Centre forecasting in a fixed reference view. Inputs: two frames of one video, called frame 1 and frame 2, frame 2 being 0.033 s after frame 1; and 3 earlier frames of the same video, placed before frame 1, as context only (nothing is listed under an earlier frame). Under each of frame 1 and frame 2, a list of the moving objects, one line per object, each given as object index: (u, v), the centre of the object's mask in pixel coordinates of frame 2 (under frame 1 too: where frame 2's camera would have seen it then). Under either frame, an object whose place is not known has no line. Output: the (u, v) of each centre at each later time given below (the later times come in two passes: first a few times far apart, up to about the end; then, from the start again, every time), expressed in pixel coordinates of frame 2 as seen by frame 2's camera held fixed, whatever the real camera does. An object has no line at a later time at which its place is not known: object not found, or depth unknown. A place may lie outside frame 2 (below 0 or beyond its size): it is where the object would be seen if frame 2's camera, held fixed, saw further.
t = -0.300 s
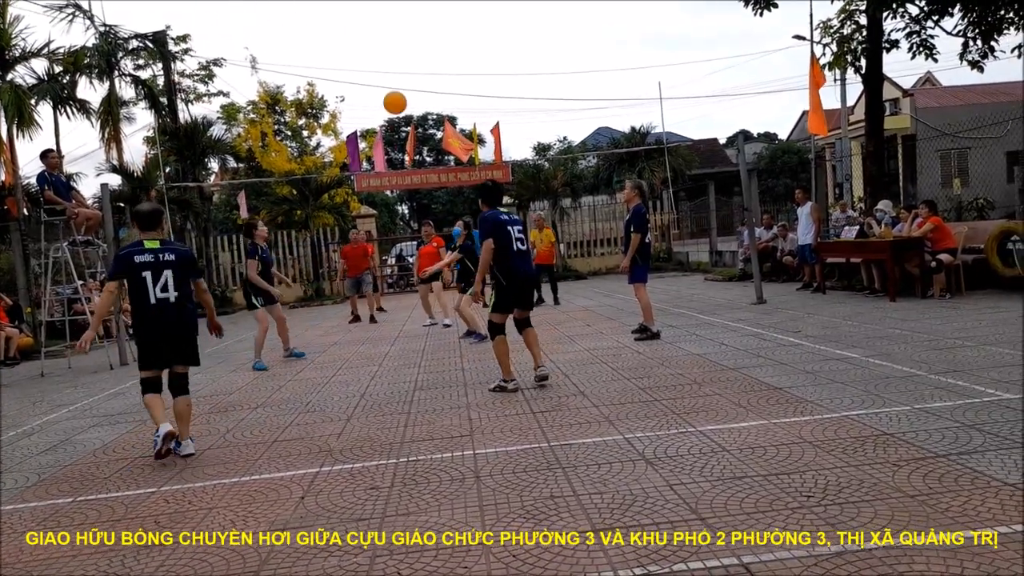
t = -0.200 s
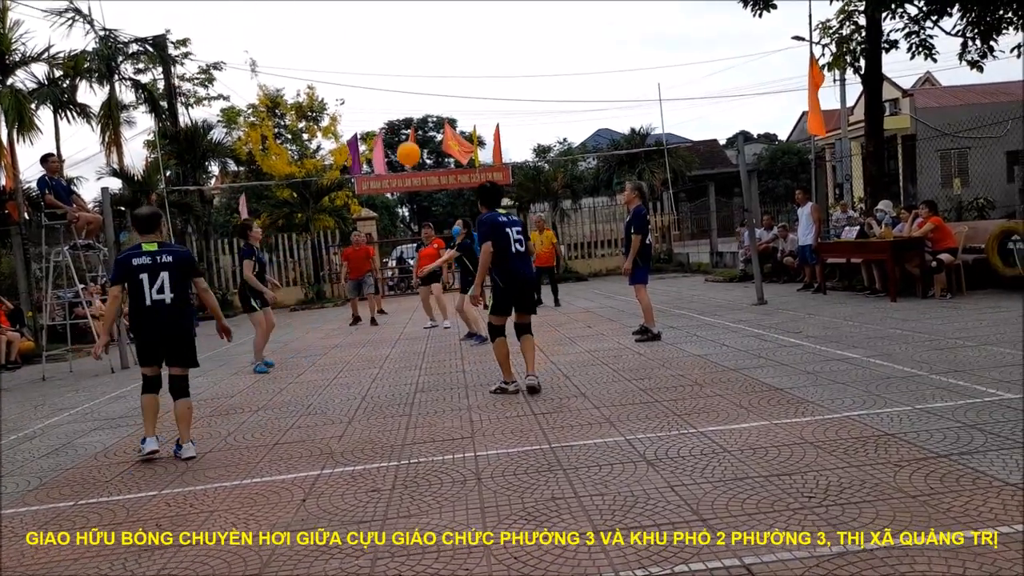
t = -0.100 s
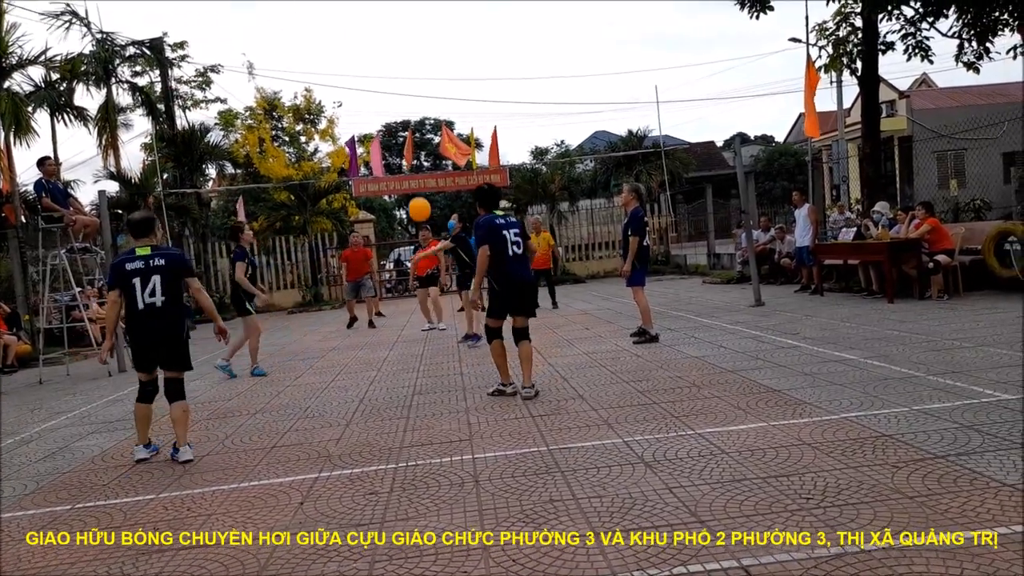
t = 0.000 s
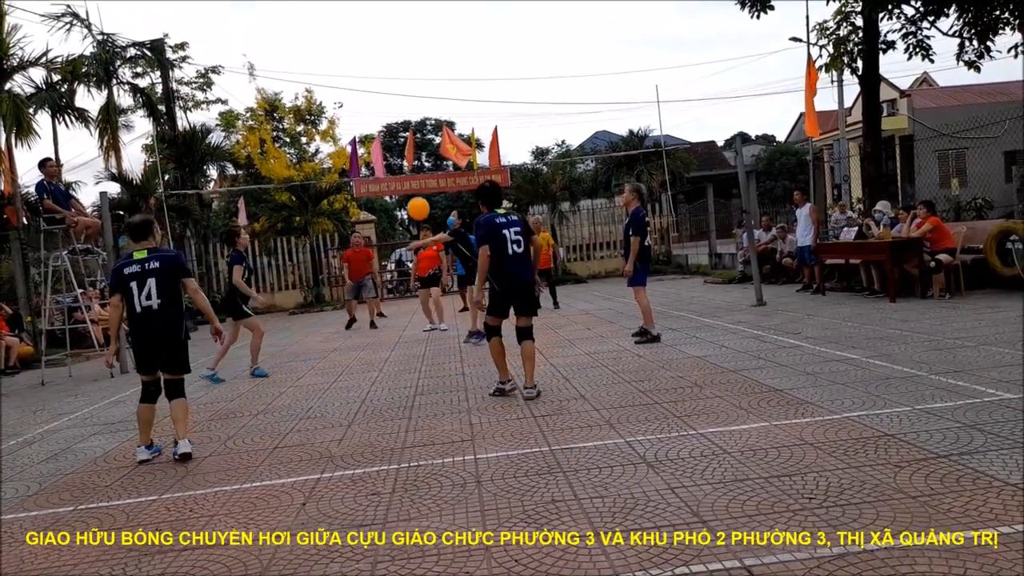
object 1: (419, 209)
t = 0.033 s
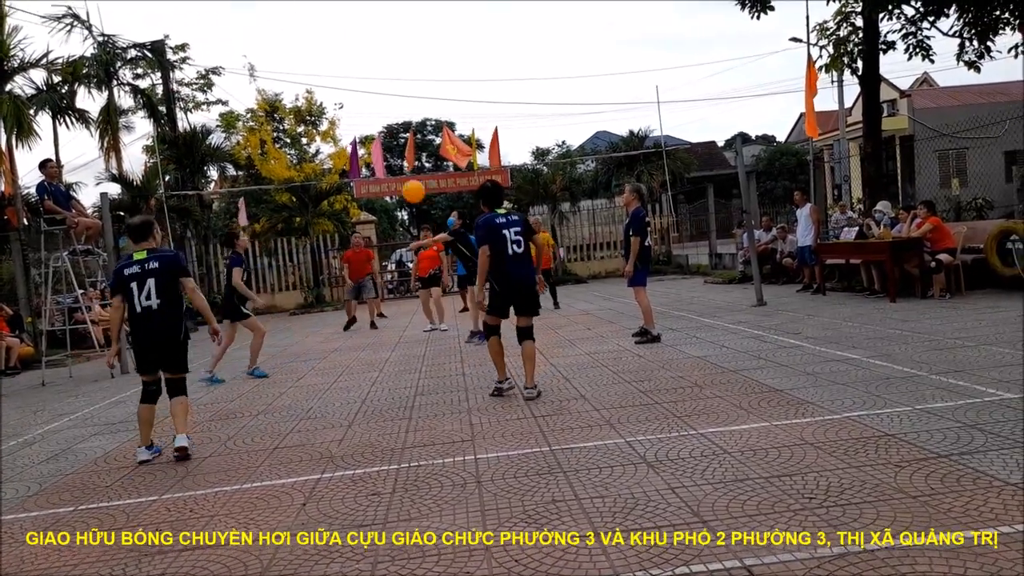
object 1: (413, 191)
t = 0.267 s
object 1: (377, 92)
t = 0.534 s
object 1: (339, 33)
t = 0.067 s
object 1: (408, 175)
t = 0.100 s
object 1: (403, 159)
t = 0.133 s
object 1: (397, 144)
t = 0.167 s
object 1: (393, 130)
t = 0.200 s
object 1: (388, 117)
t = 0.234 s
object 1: (382, 104)
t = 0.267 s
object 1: (377, 92)
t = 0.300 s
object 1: (372, 81)
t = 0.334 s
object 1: (367, 72)
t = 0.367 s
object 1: (363, 63)
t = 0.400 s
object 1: (358, 55)
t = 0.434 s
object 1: (353, 48)
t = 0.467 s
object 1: (349, 42)
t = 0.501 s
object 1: (344, 37)
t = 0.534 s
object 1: (339, 33)
